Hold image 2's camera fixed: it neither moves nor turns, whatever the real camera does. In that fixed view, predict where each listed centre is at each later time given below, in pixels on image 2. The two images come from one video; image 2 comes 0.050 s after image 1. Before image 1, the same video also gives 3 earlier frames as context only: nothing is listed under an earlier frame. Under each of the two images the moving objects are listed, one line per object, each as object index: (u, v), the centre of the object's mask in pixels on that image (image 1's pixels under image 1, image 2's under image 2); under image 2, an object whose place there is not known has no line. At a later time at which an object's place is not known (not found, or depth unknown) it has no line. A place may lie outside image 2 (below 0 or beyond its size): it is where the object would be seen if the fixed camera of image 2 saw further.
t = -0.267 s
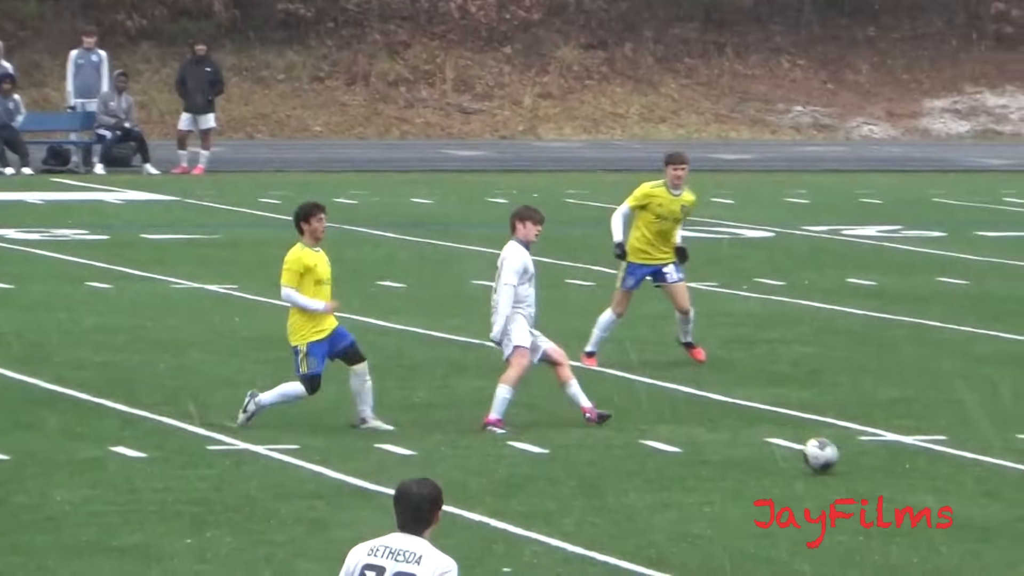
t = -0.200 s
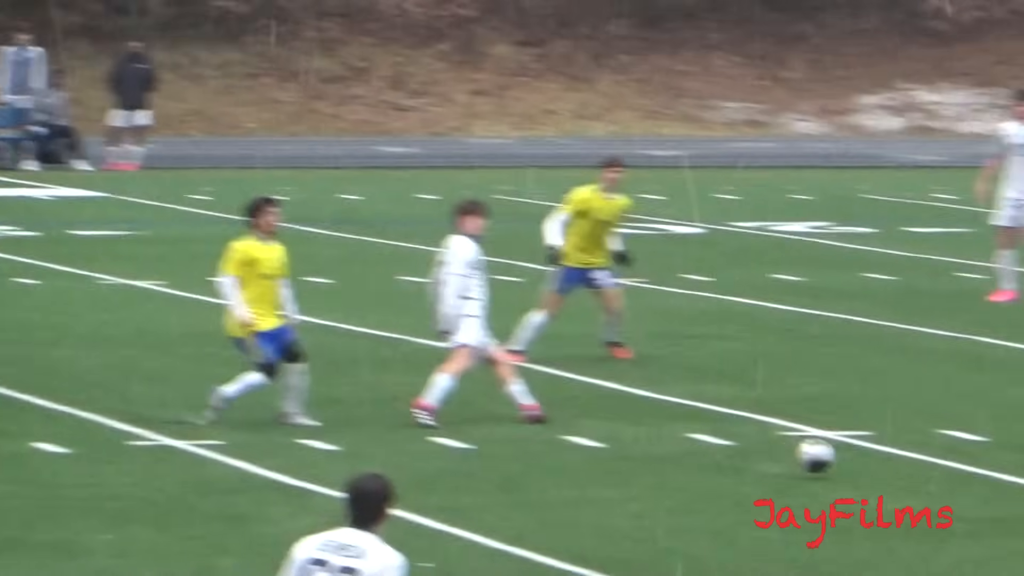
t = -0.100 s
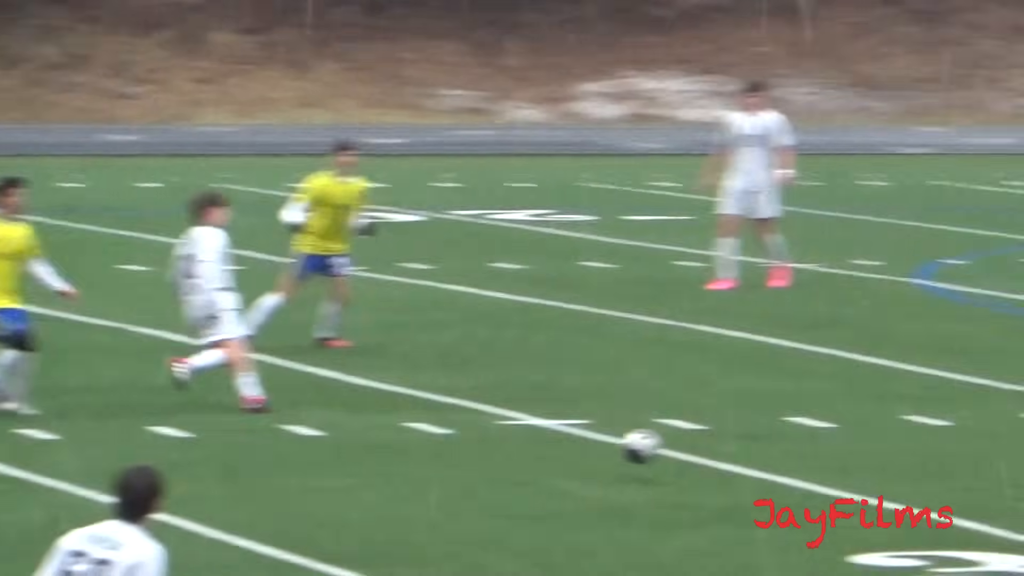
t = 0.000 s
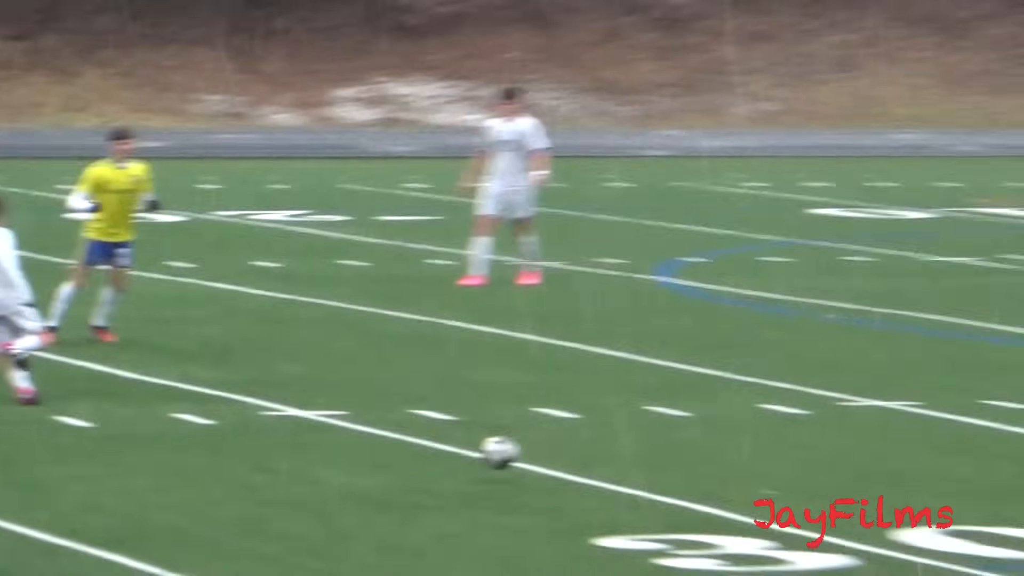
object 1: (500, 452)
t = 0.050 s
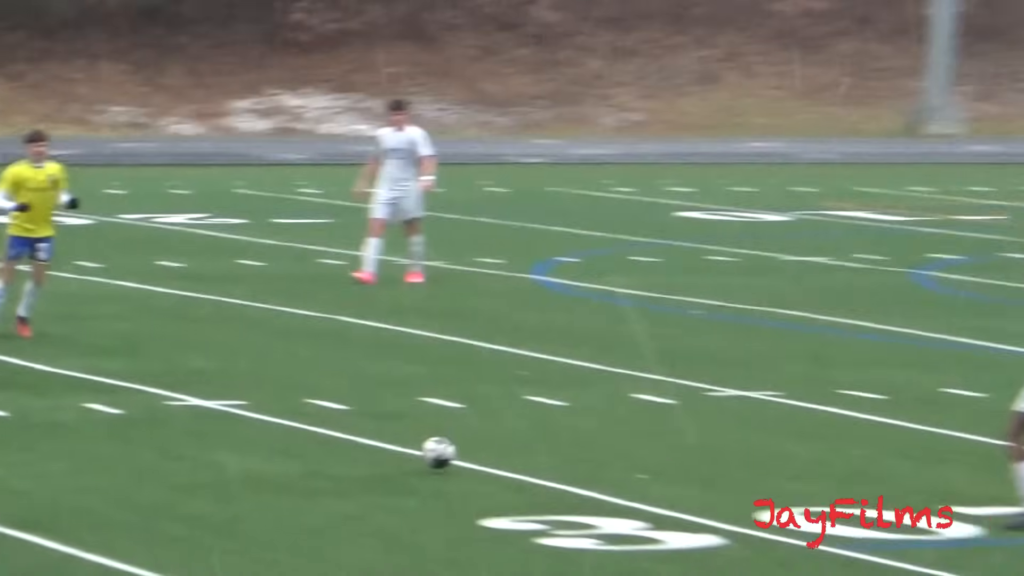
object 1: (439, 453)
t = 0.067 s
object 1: (454, 458)
